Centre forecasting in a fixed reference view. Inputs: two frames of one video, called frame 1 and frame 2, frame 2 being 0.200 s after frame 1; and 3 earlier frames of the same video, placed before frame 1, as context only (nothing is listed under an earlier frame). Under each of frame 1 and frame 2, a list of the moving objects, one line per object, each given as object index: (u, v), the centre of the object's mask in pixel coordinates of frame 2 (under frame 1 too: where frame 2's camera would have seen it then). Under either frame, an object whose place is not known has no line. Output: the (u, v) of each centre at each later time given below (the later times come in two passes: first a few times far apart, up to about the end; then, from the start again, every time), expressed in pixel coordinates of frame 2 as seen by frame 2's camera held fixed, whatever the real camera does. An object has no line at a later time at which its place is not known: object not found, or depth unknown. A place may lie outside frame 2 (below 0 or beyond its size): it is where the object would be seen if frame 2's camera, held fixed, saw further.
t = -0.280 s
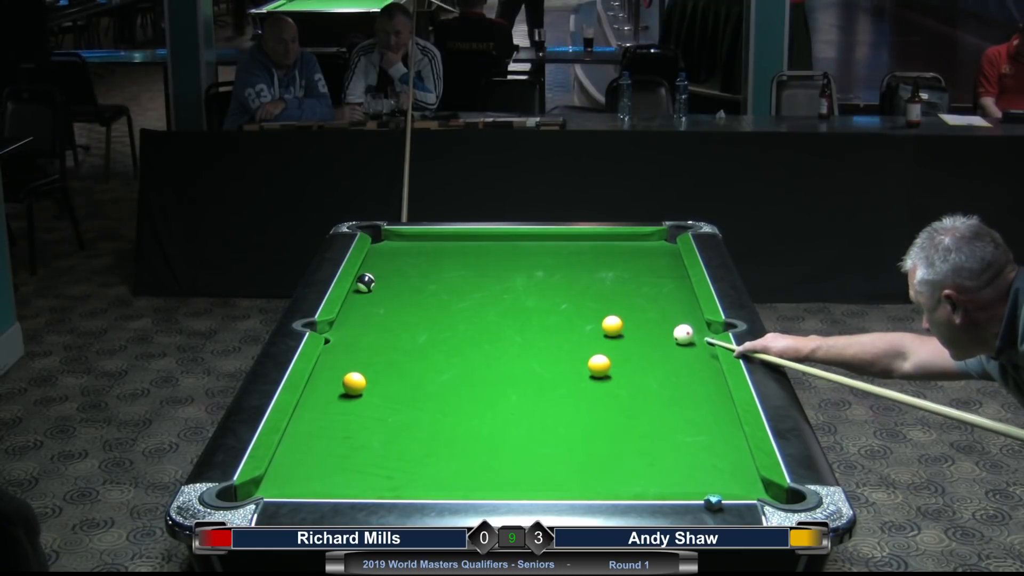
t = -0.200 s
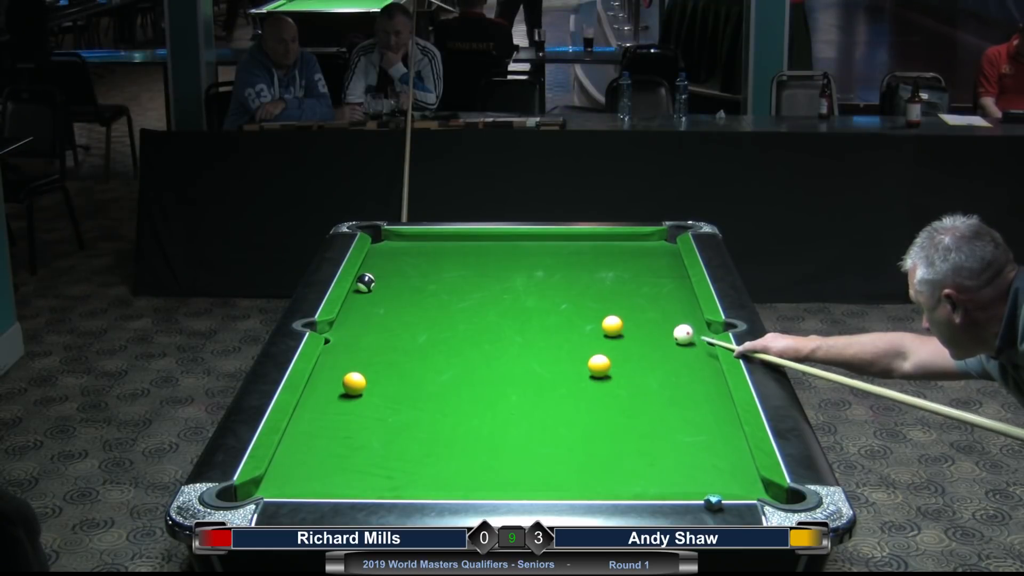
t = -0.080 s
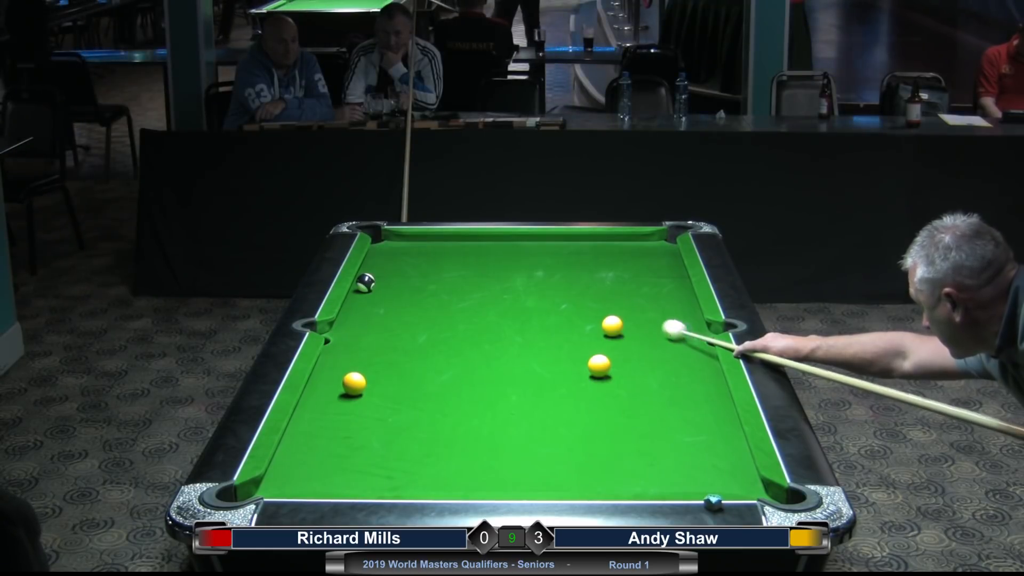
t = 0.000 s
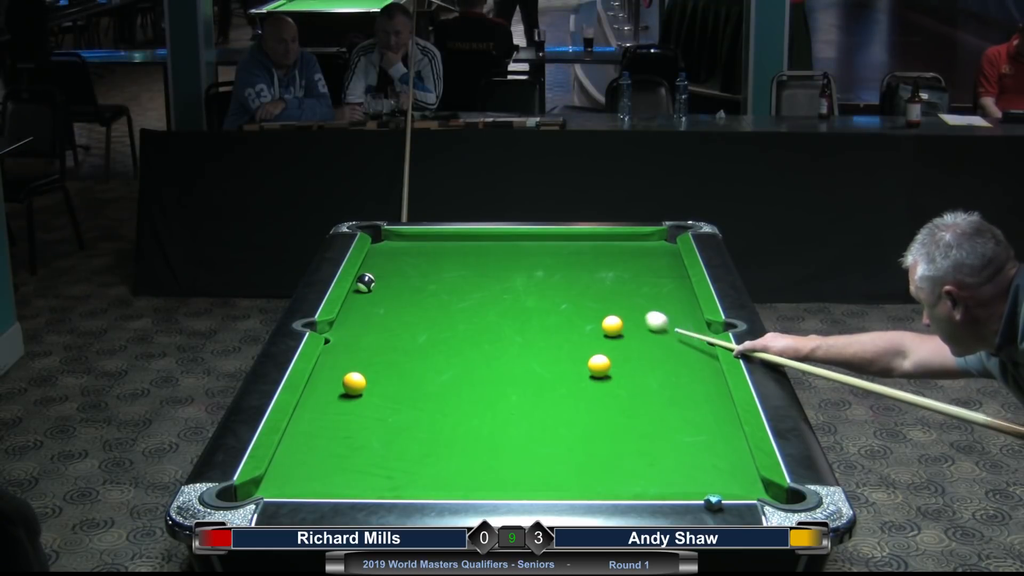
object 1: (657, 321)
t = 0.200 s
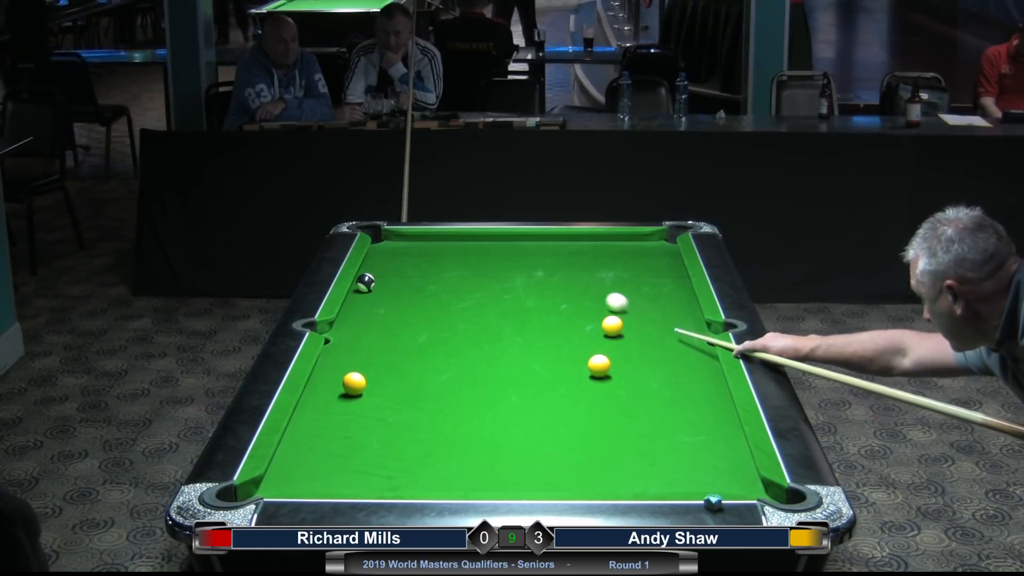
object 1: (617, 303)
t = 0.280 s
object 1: (602, 296)
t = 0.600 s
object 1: (549, 271)
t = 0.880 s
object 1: (509, 252)
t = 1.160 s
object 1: (474, 238)
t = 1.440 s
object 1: (448, 248)
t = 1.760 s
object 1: (418, 258)
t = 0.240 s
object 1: (609, 299)
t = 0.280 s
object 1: (602, 296)
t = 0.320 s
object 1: (595, 292)
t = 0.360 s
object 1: (588, 289)
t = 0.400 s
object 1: (581, 286)
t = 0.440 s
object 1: (574, 283)
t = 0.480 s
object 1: (568, 280)
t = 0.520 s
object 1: (562, 277)
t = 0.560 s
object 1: (555, 274)
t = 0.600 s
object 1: (549, 271)
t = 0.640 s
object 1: (543, 268)
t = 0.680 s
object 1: (537, 265)
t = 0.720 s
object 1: (531, 262)
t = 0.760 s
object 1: (525, 260)
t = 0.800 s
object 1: (520, 257)
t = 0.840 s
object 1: (514, 254)
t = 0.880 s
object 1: (509, 252)
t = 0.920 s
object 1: (503, 249)
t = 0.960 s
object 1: (498, 247)
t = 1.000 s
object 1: (493, 245)
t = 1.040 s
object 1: (488, 242)
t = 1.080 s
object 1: (483, 240)
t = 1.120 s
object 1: (478, 238)
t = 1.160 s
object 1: (474, 238)
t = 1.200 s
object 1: (470, 239)
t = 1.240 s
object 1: (467, 241)
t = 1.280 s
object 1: (463, 242)
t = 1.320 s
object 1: (459, 244)
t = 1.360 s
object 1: (455, 245)
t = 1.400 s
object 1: (451, 246)
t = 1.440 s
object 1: (448, 248)
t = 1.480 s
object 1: (444, 249)
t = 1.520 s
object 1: (440, 250)
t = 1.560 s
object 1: (436, 252)
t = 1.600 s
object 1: (433, 253)
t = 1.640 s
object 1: (429, 254)
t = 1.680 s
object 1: (425, 256)
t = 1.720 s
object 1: (422, 257)
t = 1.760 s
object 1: (418, 258)
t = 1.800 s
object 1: (414, 260)
